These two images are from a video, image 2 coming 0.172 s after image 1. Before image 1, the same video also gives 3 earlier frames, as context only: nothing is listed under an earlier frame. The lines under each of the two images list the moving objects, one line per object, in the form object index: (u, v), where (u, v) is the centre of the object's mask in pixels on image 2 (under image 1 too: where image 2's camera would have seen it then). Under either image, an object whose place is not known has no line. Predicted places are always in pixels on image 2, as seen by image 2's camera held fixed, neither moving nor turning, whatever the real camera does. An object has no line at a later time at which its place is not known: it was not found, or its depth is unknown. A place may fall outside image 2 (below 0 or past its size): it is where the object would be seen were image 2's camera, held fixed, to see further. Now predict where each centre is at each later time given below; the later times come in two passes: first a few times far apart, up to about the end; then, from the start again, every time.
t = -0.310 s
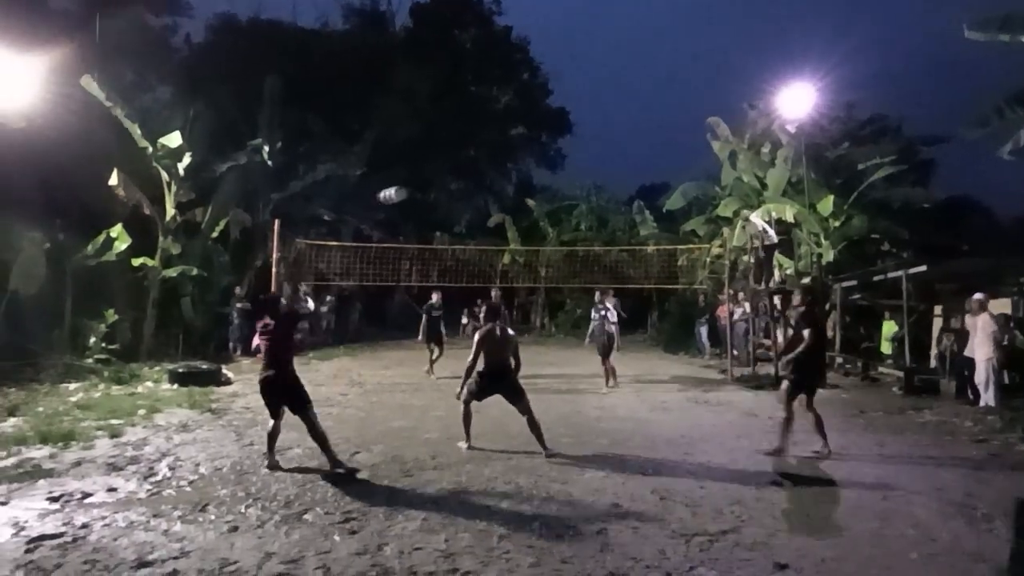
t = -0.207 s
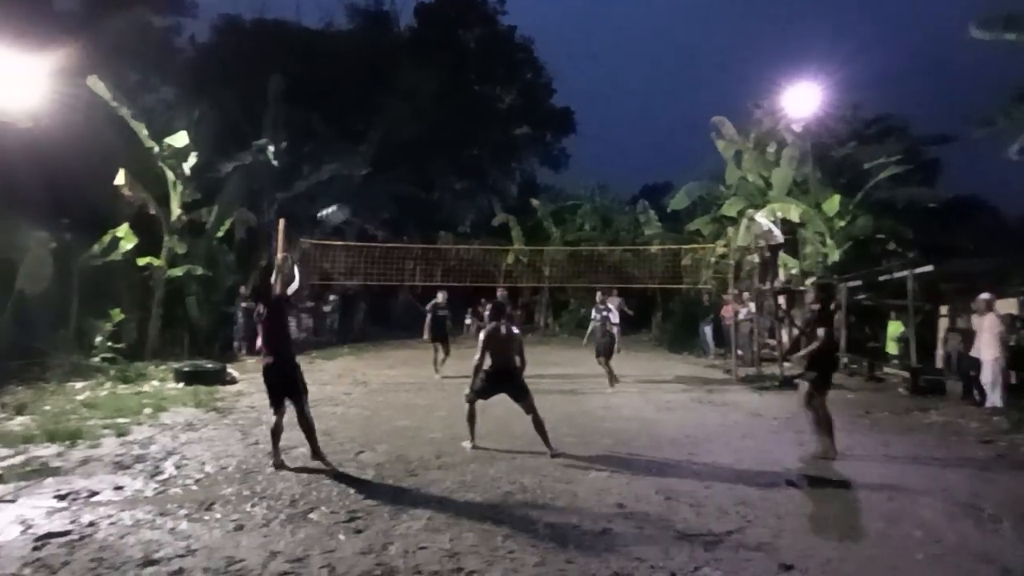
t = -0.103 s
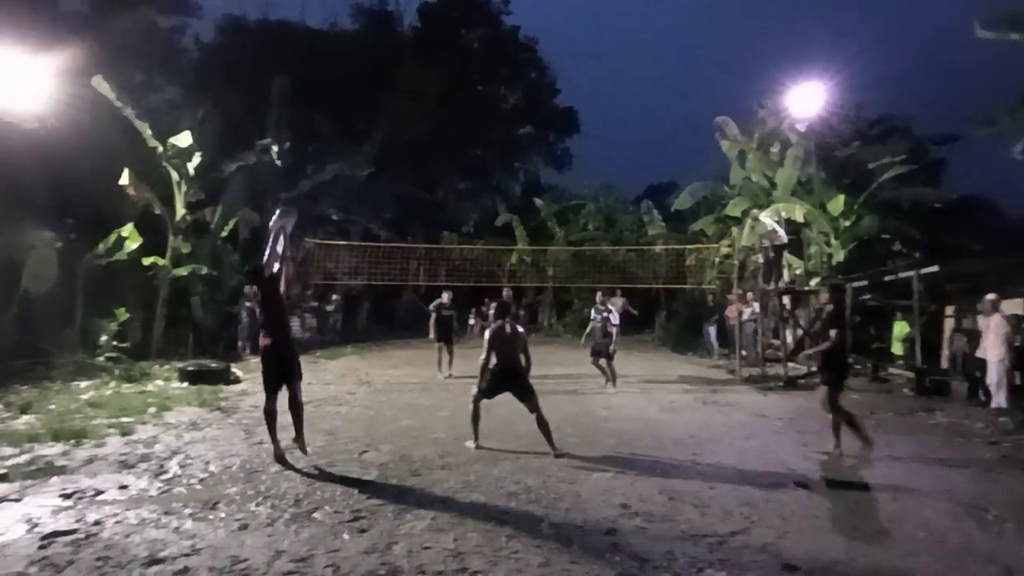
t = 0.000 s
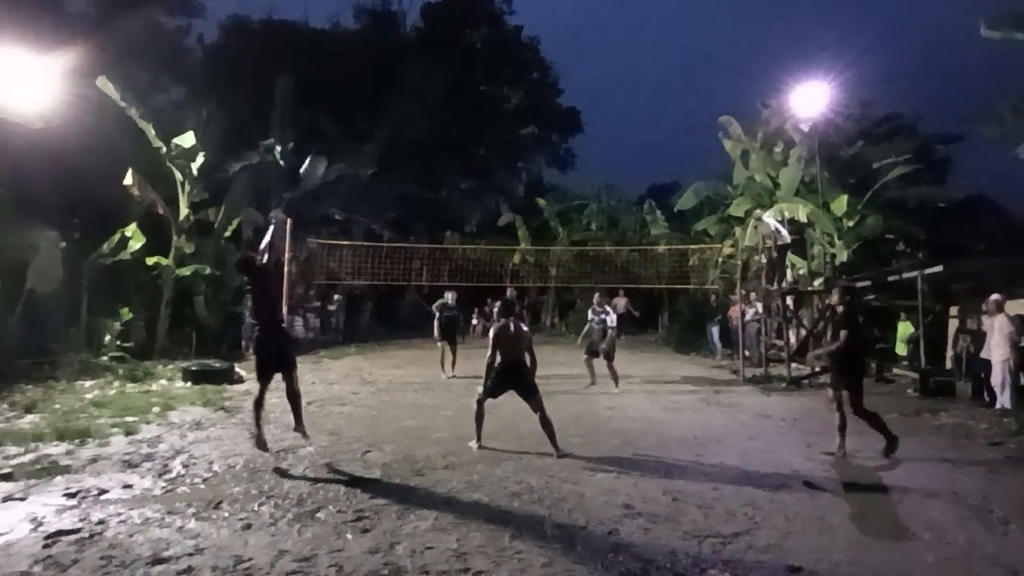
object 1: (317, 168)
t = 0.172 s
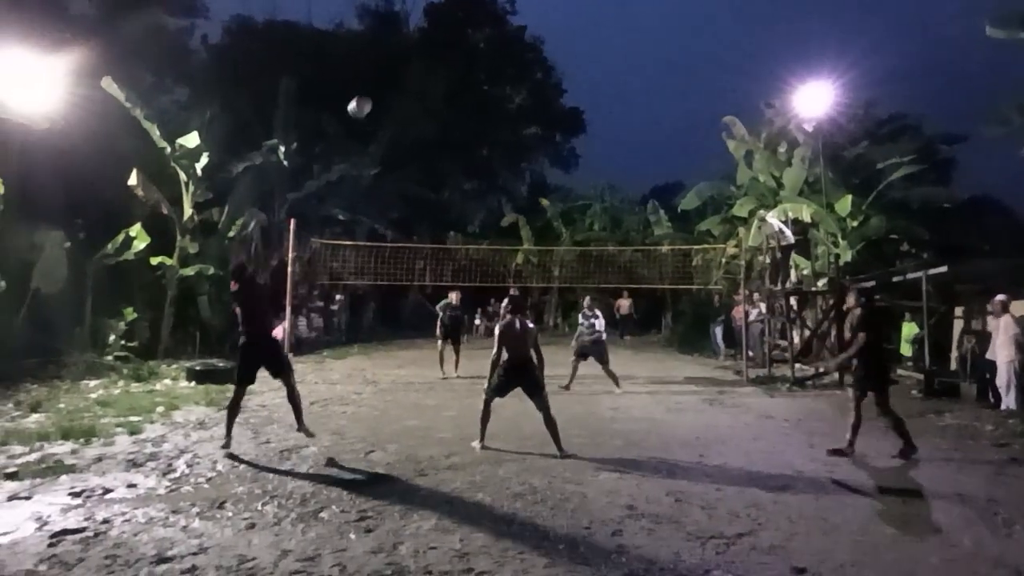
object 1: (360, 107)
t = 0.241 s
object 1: (374, 92)
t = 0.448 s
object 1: (414, 74)
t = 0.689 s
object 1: (454, 95)
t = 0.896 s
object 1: (483, 144)
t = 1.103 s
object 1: (508, 216)
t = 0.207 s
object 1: (366, 99)
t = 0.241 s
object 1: (374, 92)
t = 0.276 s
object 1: (381, 87)
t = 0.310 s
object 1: (388, 82)
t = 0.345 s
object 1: (395, 79)
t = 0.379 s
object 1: (402, 76)
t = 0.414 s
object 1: (408, 75)
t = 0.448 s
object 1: (414, 74)
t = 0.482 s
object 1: (420, 74)
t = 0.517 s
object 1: (426, 76)
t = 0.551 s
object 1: (432, 78)
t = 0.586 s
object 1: (437, 81)
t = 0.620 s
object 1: (443, 85)
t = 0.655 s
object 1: (448, 90)
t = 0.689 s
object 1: (454, 95)
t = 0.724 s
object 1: (459, 102)
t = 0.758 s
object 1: (464, 109)
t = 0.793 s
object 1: (469, 117)
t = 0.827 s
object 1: (473, 125)
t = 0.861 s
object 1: (478, 135)
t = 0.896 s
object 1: (483, 144)
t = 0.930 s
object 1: (487, 155)
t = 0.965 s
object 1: (492, 166)
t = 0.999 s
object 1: (496, 177)
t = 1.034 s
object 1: (500, 191)
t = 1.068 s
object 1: (504, 203)
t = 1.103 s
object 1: (508, 216)
